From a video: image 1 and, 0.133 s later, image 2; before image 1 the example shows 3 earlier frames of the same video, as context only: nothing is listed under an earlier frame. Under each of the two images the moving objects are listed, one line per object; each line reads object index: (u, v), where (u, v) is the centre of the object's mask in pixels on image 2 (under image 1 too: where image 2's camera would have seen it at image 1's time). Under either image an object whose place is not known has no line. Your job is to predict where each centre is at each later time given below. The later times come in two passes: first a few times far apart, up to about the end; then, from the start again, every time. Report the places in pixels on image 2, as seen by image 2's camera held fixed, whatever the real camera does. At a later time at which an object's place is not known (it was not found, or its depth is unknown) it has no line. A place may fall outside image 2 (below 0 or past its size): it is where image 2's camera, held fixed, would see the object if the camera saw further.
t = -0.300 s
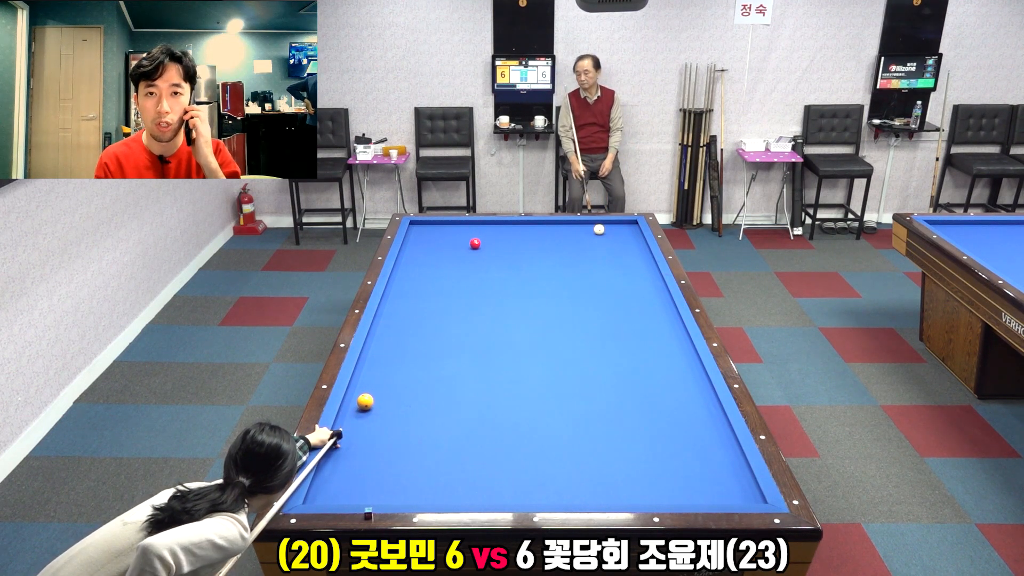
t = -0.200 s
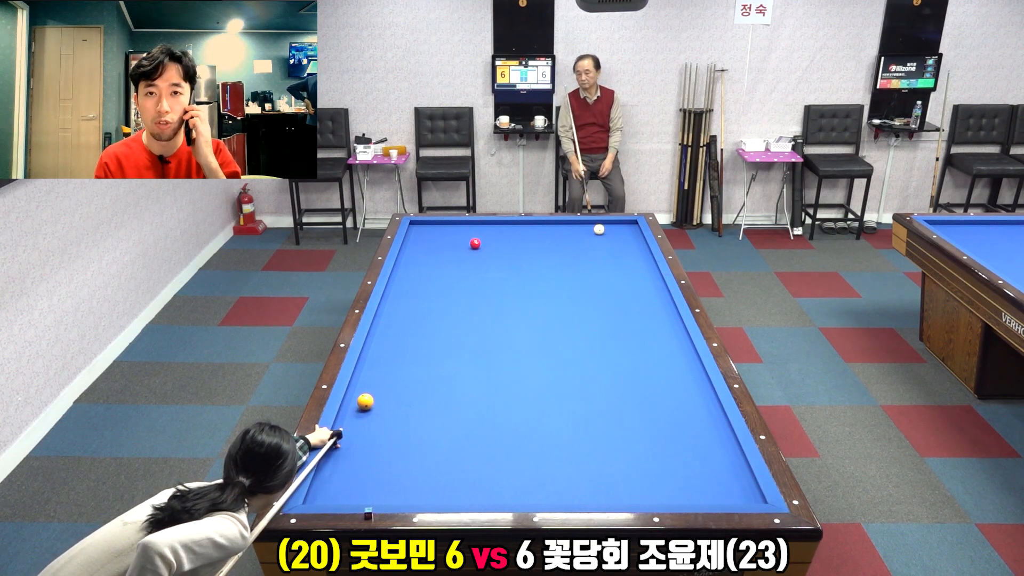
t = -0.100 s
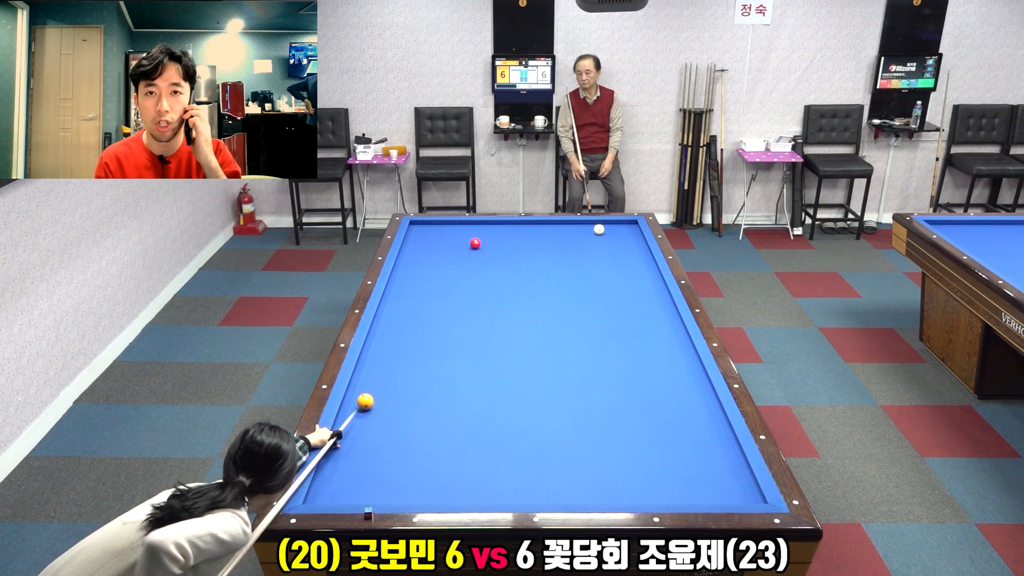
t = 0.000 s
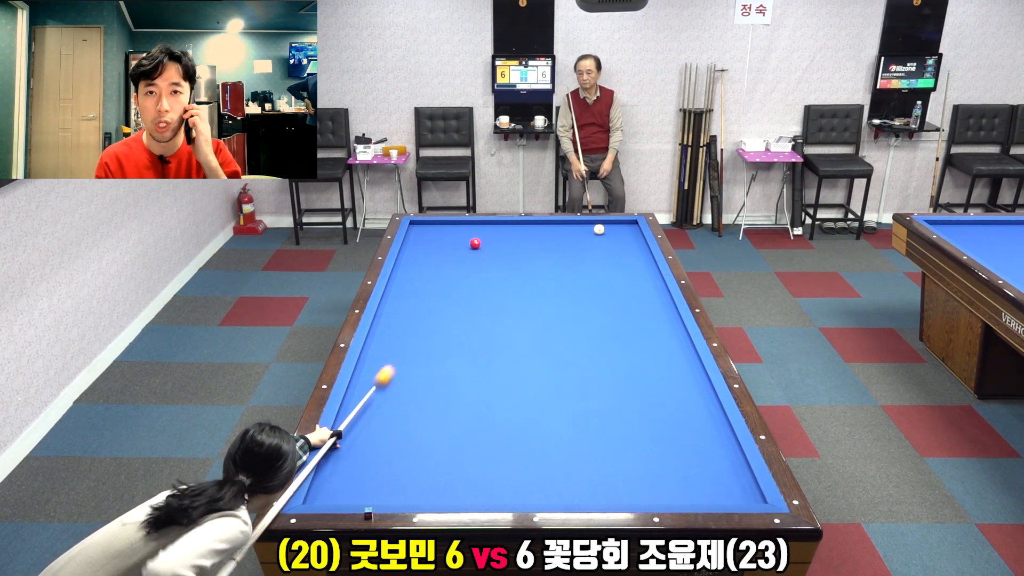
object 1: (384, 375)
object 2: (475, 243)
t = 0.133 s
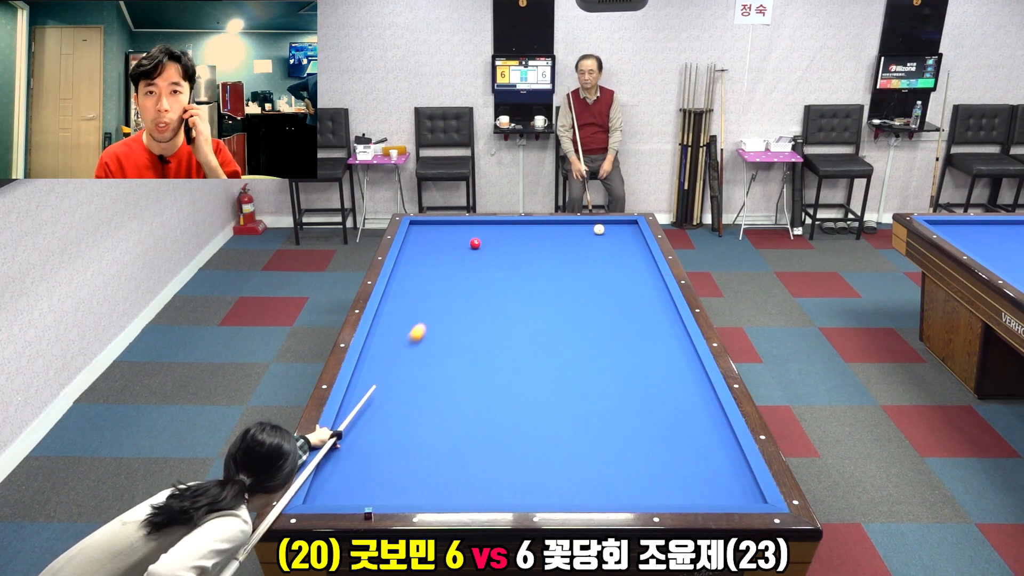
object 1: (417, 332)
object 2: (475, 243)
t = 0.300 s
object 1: (450, 290)
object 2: (475, 243)
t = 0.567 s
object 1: (492, 240)
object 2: (471, 243)
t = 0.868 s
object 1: (543, 239)
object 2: (448, 238)
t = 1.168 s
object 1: (596, 270)
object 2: (426, 233)
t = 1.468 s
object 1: (658, 303)
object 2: (414, 229)
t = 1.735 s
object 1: (657, 334)
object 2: (426, 227)
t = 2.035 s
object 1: (636, 373)
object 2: (438, 224)
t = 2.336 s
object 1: (612, 422)
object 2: (448, 222)
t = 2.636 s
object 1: (581, 483)
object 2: (456, 224)
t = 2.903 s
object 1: (531, 470)
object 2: (463, 225)
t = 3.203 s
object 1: (476, 437)
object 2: (470, 226)
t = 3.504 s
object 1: (430, 408)
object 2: (477, 227)
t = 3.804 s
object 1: (389, 384)
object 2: (483, 228)
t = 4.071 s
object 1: (367, 364)
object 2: (489, 229)
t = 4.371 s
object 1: (397, 346)
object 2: (495, 230)
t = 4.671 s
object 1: (423, 329)
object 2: (500, 231)
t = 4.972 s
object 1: (447, 314)
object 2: (504, 231)
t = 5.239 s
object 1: (466, 302)
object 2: (508, 232)
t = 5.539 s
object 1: (486, 290)
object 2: (512, 232)
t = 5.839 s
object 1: (504, 278)
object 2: (515, 233)
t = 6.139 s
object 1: (520, 268)
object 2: (517, 233)
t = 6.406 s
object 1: (534, 260)
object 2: (519, 234)
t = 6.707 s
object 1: (548, 251)
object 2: (521, 234)
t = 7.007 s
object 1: (561, 243)
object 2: (522, 234)
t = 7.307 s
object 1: (572, 235)
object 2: (523, 234)
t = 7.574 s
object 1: (582, 229)
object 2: (523, 234)
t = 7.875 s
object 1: (592, 222)
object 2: (523, 234)
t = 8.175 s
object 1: (603, 224)
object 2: (523, 234)
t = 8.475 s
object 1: (613, 228)
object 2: (523, 234)
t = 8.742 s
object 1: (622, 232)
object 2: (523, 234)
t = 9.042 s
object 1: (632, 235)
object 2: (523, 234)
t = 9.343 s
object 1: (639, 238)
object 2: (523, 234)
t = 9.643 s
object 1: (636, 241)
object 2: (523, 234)
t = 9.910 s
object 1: (633, 243)
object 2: (523, 234)
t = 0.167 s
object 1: (424, 323)
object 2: (475, 243)
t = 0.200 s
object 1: (431, 314)
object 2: (475, 243)
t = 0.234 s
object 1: (438, 306)
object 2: (475, 243)
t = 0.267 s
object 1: (444, 298)
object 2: (475, 243)
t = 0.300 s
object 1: (450, 290)
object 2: (475, 243)
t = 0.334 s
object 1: (455, 283)
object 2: (475, 243)
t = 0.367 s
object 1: (461, 275)
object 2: (475, 243)
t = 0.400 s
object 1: (466, 269)
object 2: (475, 243)
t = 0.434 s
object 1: (471, 262)
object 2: (475, 243)
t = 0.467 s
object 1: (476, 256)
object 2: (475, 243)
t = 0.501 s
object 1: (480, 250)
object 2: (474, 243)
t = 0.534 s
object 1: (485, 244)
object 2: (474, 243)
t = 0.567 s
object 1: (492, 240)
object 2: (471, 243)
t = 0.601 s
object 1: (500, 235)
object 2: (468, 242)
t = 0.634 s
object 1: (506, 230)
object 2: (465, 241)
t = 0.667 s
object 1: (513, 226)
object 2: (463, 241)
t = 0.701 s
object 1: (518, 222)
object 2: (460, 240)
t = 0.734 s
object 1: (523, 224)
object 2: (458, 240)
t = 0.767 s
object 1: (528, 228)
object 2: (455, 239)
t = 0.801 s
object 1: (533, 232)
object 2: (453, 239)
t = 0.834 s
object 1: (538, 236)
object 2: (450, 238)
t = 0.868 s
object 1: (543, 239)
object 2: (448, 238)
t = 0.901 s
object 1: (549, 243)
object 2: (445, 237)
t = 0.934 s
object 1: (554, 246)
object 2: (443, 237)
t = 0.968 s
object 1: (560, 250)
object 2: (441, 236)
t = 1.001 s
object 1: (566, 253)
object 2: (438, 236)
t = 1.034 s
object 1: (572, 257)
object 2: (436, 236)
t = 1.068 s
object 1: (578, 260)
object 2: (434, 235)
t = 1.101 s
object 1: (583, 263)
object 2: (431, 234)
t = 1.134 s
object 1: (590, 266)
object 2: (429, 234)
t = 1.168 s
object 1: (596, 270)
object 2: (426, 233)
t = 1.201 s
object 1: (602, 273)
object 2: (424, 233)
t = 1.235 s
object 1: (608, 276)
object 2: (422, 232)
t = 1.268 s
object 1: (615, 280)
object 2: (420, 232)
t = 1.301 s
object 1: (622, 284)
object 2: (418, 231)
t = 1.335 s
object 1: (629, 287)
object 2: (415, 231)
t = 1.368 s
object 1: (636, 291)
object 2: (413, 230)
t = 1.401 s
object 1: (643, 295)
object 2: (412, 230)
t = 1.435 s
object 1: (650, 299)
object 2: (413, 230)
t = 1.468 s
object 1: (658, 303)
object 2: (414, 229)
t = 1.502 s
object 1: (666, 307)
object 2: (416, 229)
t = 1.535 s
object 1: (671, 310)
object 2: (417, 229)
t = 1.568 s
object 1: (669, 314)
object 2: (419, 228)
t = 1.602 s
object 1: (666, 318)
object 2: (420, 228)
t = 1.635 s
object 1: (663, 322)
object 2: (421, 228)
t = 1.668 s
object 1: (661, 325)
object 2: (423, 227)
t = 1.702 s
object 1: (659, 330)
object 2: (424, 227)
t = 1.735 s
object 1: (657, 334)
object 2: (426, 227)
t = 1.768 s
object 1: (655, 338)
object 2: (427, 226)
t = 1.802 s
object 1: (653, 342)
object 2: (428, 226)
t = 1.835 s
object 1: (650, 346)
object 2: (430, 226)
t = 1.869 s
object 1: (648, 350)
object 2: (431, 225)
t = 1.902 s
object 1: (646, 355)
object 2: (432, 225)
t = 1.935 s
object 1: (644, 359)
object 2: (434, 225)
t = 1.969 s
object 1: (641, 364)
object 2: (435, 224)
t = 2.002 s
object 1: (639, 369)
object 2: (436, 224)
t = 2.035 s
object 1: (636, 373)
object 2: (438, 224)
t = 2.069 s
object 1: (634, 378)
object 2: (439, 224)
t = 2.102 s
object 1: (631, 383)
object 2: (440, 223)
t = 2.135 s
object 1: (629, 389)
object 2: (441, 223)
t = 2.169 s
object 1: (626, 394)
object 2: (443, 223)
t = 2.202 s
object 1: (623, 399)
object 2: (444, 222)
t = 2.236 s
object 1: (620, 405)
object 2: (445, 222)
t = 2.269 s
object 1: (617, 410)
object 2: (446, 222)
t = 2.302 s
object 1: (615, 416)
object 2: (447, 222)
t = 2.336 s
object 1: (612, 422)
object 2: (448, 222)
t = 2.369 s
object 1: (608, 428)
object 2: (449, 223)
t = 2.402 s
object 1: (605, 435)
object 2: (450, 223)
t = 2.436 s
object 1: (602, 441)
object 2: (451, 223)
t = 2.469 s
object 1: (599, 448)
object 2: (451, 223)
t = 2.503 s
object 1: (596, 455)
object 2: (452, 223)
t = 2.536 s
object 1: (592, 462)
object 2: (453, 223)
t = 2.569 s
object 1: (589, 468)
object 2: (454, 223)
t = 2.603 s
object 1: (585, 476)
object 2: (455, 224)
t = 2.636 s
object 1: (581, 483)
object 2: (456, 224)
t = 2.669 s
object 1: (577, 491)
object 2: (457, 224)
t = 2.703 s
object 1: (573, 496)
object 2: (458, 224)
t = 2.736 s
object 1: (566, 494)
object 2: (459, 224)
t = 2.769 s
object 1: (558, 489)
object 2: (459, 224)
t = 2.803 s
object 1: (551, 484)
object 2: (460, 225)
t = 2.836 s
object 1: (544, 479)
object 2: (461, 225)
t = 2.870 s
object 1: (537, 474)
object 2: (462, 225)
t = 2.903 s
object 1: (531, 470)
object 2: (463, 225)
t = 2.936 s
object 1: (524, 466)
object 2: (464, 225)
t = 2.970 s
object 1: (518, 463)
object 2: (464, 225)
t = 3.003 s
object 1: (512, 459)
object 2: (465, 225)
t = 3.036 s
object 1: (506, 455)
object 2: (466, 226)
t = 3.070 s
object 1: (499, 451)
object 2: (467, 226)
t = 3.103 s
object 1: (494, 448)
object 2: (468, 226)
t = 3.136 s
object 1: (488, 444)
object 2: (468, 226)
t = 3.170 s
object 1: (482, 441)
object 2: (469, 226)
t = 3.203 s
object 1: (476, 437)
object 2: (470, 226)
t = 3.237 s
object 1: (471, 434)
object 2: (471, 226)
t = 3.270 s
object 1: (466, 431)
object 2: (472, 226)
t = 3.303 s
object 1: (460, 427)
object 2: (472, 227)
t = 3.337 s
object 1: (455, 424)
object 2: (473, 227)
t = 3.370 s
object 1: (450, 421)
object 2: (474, 227)
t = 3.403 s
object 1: (445, 418)
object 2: (475, 227)
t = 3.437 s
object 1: (440, 415)
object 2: (476, 227)
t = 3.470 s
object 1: (435, 412)
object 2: (476, 227)
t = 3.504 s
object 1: (430, 408)
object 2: (477, 227)
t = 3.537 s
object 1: (425, 406)
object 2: (478, 227)
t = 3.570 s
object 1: (420, 403)
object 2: (479, 228)
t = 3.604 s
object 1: (416, 400)
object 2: (479, 228)
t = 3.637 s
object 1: (411, 397)
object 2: (480, 228)
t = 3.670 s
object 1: (406, 394)
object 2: (481, 228)
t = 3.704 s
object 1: (402, 391)
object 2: (481, 228)
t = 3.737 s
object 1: (397, 389)
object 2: (482, 228)
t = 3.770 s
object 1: (393, 386)
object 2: (483, 228)
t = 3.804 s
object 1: (389, 384)
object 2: (483, 228)
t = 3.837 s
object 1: (384, 381)
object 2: (484, 228)
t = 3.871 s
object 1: (380, 378)
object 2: (485, 229)
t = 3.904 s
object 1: (376, 376)
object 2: (486, 229)
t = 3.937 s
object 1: (372, 374)
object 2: (486, 229)
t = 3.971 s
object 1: (368, 371)
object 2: (487, 229)
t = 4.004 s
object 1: (364, 369)
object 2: (488, 229)
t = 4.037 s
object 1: (363, 366)
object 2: (488, 229)
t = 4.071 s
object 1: (367, 364)
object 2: (489, 229)
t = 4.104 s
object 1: (371, 362)
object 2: (490, 229)
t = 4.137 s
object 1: (375, 360)
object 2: (490, 229)
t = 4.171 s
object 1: (378, 358)
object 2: (491, 229)
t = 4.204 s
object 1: (381, 356)
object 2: (491, 229)
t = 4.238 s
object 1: (384, 354)
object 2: (492, 230)
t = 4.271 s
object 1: (388, 352)
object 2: (493, 230)
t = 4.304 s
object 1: (391, 350)
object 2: (493, 230)
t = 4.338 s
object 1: (394, 348)
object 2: (494, 230)
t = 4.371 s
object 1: (397, 346)
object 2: (495, 230)
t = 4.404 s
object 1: (400, 344)
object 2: (495, 230)
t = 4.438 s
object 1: (403, 342)
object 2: (496, 230)
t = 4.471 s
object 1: (406, 340)
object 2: (496, 230)
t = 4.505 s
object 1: (409, 338)
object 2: (497, 230)
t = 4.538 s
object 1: (412, 336)
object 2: (497, 230)
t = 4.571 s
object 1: (415, 334)
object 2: (498, 230)
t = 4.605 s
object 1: (418, 333)
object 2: (499, 230)
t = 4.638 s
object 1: (421, 331)
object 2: (499, 231)
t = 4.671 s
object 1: (423, 329)
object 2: (500, 231)
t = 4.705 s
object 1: (426, 327)
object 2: (500, 231)
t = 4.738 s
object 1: (429, 326)
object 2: (501, 231)
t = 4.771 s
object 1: (432, 324)
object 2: (501, 231)
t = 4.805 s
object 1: (434, 322)
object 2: (502, 231)
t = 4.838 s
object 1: (437, 321)
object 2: (502, 231)
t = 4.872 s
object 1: (439, 319)
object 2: (503, 231)
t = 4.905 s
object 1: (442, 317)
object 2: (503, 231)
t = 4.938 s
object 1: (445, 316)
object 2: (504, 231)
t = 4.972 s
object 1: (447, 314)
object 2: (504, 231)
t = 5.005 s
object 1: (450, 313)
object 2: (505, 231)
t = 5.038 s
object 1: (452, 311)
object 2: (505, 231)
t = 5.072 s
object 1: (454, 309)
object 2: (506, 232)
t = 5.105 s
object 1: (457, 308)
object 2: (506, 232)
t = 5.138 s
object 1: (459, 306)
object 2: (507, 232)
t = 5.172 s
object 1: (462, 305)
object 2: (507, 232)
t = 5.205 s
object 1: (464, 304)
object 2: (508, 232)
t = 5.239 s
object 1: (466, 302)
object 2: (508, 232)
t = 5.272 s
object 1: (468, 301)
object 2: (508, 232)
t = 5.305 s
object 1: (471, 299)
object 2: (509, 232)
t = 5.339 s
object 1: (473, 298)
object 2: (509, 232)
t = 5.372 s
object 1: (475, 296)
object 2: (510, 232)
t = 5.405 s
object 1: (477, 295)
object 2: (510, 232)
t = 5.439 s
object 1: (480, 294)
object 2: (511, 232)
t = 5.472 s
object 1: (482, 292)
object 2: (511, 232)
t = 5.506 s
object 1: (484, 291)
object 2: (511, 232)
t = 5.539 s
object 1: (486, 290)
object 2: (512, 232)
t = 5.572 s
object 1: (488, 288)
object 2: (512, 233)
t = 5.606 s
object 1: (490, 287)
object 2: (512, 233)
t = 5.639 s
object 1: (492, 286)
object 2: (513, 233)
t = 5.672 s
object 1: (494, 284)
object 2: (513, 233)
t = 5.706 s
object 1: (496, 283)
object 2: (513, 233)
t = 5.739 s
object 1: (498, 282)
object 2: (514, 233)
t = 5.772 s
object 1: (500, 281)
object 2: (514, 233)
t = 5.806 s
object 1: (502, 280)
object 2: (514, 233)
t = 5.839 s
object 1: (504, 278)
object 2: (515, 233)
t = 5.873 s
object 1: (506, 277)
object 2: (515, 233)
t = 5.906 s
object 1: (508, 276)
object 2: (516, 233)
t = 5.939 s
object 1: (510, 275)
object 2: (516, 233)
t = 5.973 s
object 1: (511, 274)
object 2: (516, 233)
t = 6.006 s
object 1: (513, 273)
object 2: (516, 233)
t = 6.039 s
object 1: (515, 271)
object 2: (517, 233)
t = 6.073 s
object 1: (517, 270)
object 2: (517, 233)
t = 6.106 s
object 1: (519, 269)
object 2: (517, 233)
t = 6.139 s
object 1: (520, 268)
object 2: (517, 233)
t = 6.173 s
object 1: (522, 267)
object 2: (518, 233)
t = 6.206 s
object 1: (524, 266)
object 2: (518, 233)
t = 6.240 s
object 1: (526, 265)
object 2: (518, 233)
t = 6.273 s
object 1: (527, 264)
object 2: (518, 233)
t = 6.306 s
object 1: (529, 263)
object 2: (519, 233)
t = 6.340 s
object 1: (530, 262)
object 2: (519, 233)
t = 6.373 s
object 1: (532, 261)
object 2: (519, 233)
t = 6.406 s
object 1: (534, 260)
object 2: (519, 234)
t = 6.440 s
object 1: (535, 259)
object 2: (519, 234)
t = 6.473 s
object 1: (537, 258)
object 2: (520, 234)
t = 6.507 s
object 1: (539, 257)
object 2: (520, 234)
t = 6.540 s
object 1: (540, 256)
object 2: (520, 234)
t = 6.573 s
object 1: (542, 255)
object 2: (520, 234)
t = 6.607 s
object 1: (543, 254)
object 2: (520, 234)
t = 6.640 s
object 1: (545, 253)
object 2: (520, 234)
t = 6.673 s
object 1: (546, 252)
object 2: (521, 234)
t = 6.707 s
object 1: (548, 251)
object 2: (521, 234)
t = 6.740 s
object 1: (549, 250)
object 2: (521, 234)
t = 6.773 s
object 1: (551, 249)
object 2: (521, 234)
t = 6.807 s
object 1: (552, 248)
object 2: (521, 234)
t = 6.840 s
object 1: (554, 247)
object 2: (521, 234)
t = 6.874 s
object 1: (555, 246)
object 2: (522, 234)
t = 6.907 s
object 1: (556, 245)
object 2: (522, 234)
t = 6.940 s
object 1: (558, 244)
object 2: (522, 234)
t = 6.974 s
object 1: (559, 244)
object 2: (522, 234)
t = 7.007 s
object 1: (561, 243)
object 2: (522, 234)
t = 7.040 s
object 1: (562, 242)
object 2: (522, 234)
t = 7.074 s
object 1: (563, 241)
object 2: (522, 234)
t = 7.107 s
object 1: (565, 240)
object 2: (522, 234)
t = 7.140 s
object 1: (566, 239)
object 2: (522, 234)
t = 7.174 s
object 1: (567, 238)
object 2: (522, 234)
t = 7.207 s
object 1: (569, 238)
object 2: (522, 234)
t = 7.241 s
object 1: (570, 237)
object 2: (522, 234)
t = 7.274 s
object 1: (571, 236)
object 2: (523, 234)
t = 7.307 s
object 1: (572, 235)
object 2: (523, 234)
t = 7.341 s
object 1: (574, 234)
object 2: (523, 234)
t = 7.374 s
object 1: (575, 234)
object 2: (523, 234)
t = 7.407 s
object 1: (576, 233)
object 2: (523, 234)
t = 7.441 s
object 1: (577, 232)
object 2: (523, 234)
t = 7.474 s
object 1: (578, 231)
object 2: (523, 234)
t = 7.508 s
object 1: (580, 230)
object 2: (523, 234)
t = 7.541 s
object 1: (581, 230)
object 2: (523, 234)
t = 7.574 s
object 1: (582, 229)
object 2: (523, 234)
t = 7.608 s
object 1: (583, 228)
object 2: (523, 234)
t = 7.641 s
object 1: (584, 227)
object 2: (523, 234)
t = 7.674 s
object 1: (585, 227)
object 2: (523, 234)
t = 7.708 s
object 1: (587, 226)
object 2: (523, 234)
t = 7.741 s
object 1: (588, 225)
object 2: (523, 234)
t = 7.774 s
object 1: (589, 225)
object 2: (523, 234)
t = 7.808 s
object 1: (590, 224)
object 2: (523, 234)
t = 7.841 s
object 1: (591, 223)
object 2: (523, 234)
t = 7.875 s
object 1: (592, 222)
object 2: (523, 234)
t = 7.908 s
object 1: (593, 222)
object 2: (523, 234)
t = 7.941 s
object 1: (594, 222)
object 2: (523, 234)
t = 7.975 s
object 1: (595, 222)
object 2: (523, 234)
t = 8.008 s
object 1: (596, 222)
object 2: (523, 234)
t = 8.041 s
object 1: (598, 222)
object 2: (523, 234)
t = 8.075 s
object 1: (599, 222)
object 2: (523, 234)
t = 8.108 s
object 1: (600, 222)
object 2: (523, 234)
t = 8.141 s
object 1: (602, 223)
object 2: (523, 234)
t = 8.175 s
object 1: (603, 224)
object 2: (523, 234)
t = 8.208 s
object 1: (605, 225)
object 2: (523, 234)
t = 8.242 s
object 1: (606, 225)
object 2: (523, 234)
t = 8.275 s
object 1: (607, 226)
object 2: (523, 234)
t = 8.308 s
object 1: (608, 226)
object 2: (523, 234)
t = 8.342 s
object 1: (609, 227)
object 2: (523, 234)
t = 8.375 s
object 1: (610, 227)
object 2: (523, 234)
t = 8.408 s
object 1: (611, 228)
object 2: (523, 234)
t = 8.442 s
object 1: (612, 228)
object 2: (523, 234)
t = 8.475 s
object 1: (613, 228)
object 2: (523, 234)
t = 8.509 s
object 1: (614, 229)
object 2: (523, 234)
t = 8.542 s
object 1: (615, 229)
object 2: (523, 234)
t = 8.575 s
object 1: (616, 230)
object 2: (523, 234)
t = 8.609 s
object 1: (618, 230)
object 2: (523, 234)
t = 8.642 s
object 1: (619, 230)
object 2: (523, 234)
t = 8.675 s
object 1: (620, 231)
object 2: (523, 234)
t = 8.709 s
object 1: (621, 231)
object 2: (523, 234)
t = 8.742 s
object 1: (622, 232)
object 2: (523, 234)
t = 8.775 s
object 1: (623, 232)
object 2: (523, 234)
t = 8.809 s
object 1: (624, 233)
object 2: (523, 234)
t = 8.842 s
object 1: (626, 233)
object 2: (523, 234)
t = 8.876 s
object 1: (627, 233)
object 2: (523, 234)
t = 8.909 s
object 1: (628, 234)
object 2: (523, 234)
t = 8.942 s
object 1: (629, 234)
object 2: (523, 234)
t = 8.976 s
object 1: (630, 234)
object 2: (523, 234)
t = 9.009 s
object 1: (631, 235)
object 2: (523, 234)
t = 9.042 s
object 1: (632, 235)
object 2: (523, 234)
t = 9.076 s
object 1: (633, 236)
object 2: (523, 234)
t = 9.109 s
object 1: (634, 236)
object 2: (523, 234)
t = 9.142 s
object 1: (636, 236)
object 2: (523, 234)
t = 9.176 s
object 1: (637, 237)
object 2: (523, 234)
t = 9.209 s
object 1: (638, 237)
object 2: (523, 234)
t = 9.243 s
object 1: (639, 237)
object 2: (523, 234)
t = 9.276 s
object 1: (639, 238)
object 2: (523, 234)
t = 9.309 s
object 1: (640, 238)
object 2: (523, 234)
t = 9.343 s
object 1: (639, 238)
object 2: (523, 234)
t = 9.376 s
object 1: (639, 239)
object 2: (523, 234)
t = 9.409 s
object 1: (638, 239)
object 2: (523, 234)
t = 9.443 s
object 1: (638, 239)
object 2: (523, 234)
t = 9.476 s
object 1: (638, 239)
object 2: (523, 234)
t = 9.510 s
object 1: (637, 240)
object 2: (523, 234)
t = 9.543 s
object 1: (637, 240)
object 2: (523, 234)
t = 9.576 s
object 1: (637, 240)
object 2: (523, 234)
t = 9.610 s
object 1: (636, 240)
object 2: (523, 234)
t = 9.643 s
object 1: (636, 241)
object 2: (523, 234)
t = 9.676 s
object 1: (636, 241)
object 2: (523, 234)
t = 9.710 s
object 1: (635, 241)
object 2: (523, 234)
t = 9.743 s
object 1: (635, 241)
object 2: (523, 234)
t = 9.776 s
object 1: (635, 242)
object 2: (523, 234)
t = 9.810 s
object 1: (634, 242)
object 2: (523, 234)
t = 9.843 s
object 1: (634, 242)
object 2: (523, 234)
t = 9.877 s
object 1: (633, 242)
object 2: (523, 234)
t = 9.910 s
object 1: (633, 243)
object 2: (523, 234)
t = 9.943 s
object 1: (633, 243)
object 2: (523, 234)
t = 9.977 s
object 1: (632, 243)
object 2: (523, 234)
